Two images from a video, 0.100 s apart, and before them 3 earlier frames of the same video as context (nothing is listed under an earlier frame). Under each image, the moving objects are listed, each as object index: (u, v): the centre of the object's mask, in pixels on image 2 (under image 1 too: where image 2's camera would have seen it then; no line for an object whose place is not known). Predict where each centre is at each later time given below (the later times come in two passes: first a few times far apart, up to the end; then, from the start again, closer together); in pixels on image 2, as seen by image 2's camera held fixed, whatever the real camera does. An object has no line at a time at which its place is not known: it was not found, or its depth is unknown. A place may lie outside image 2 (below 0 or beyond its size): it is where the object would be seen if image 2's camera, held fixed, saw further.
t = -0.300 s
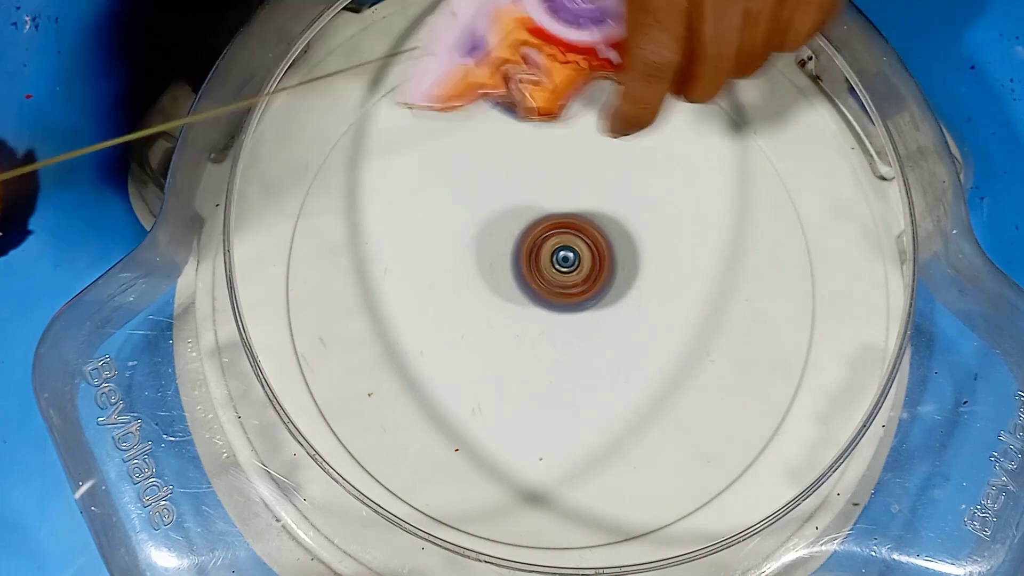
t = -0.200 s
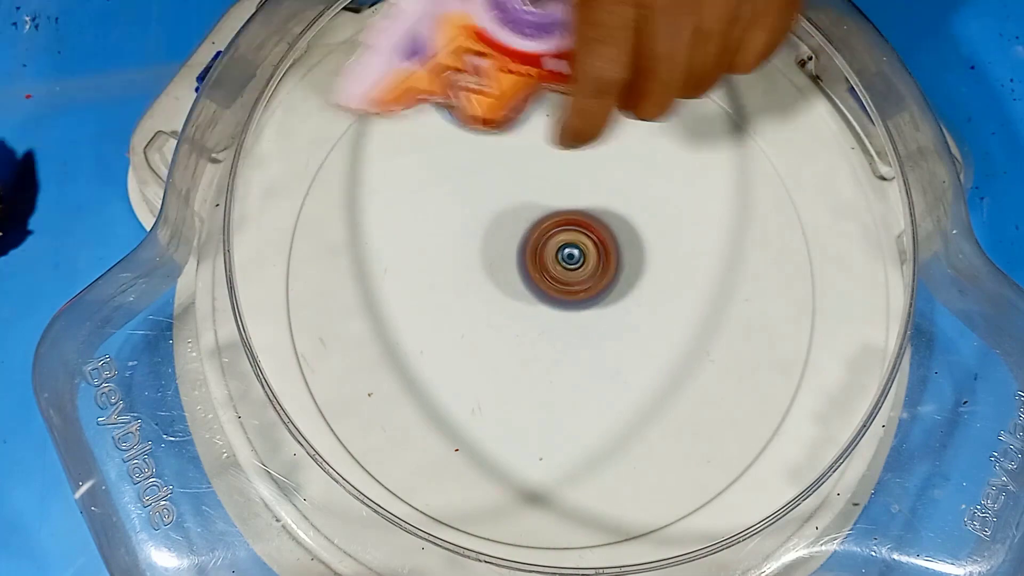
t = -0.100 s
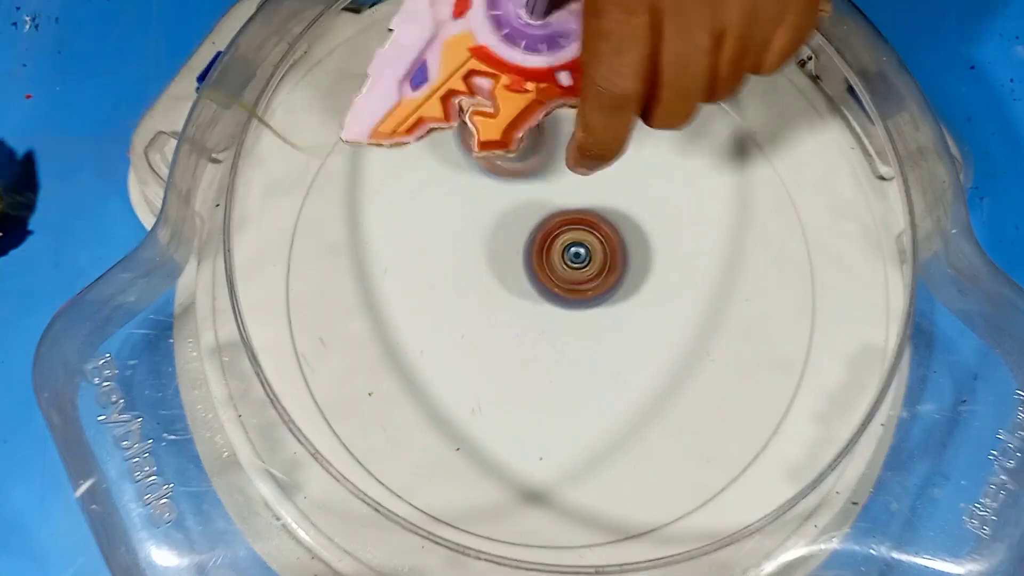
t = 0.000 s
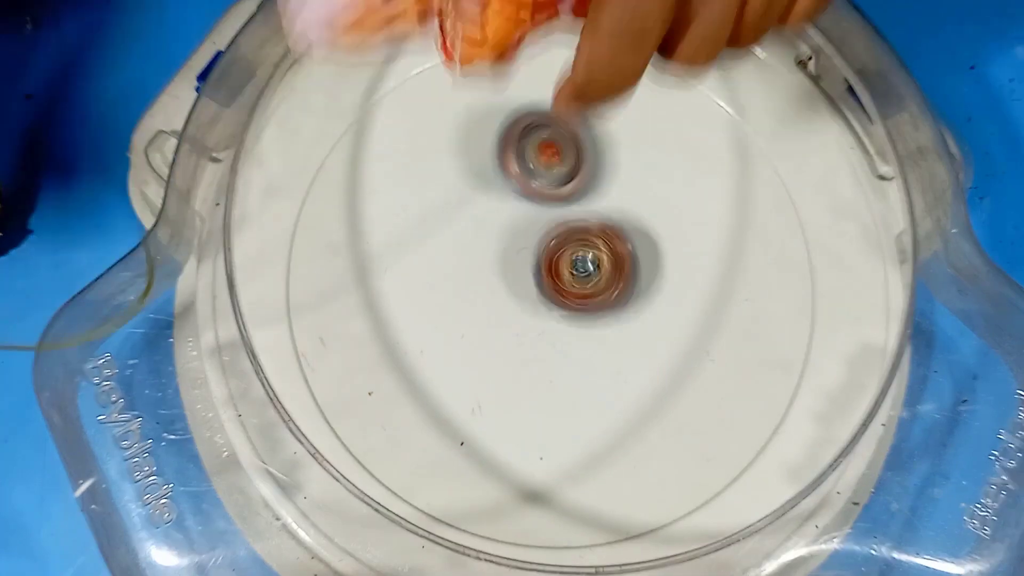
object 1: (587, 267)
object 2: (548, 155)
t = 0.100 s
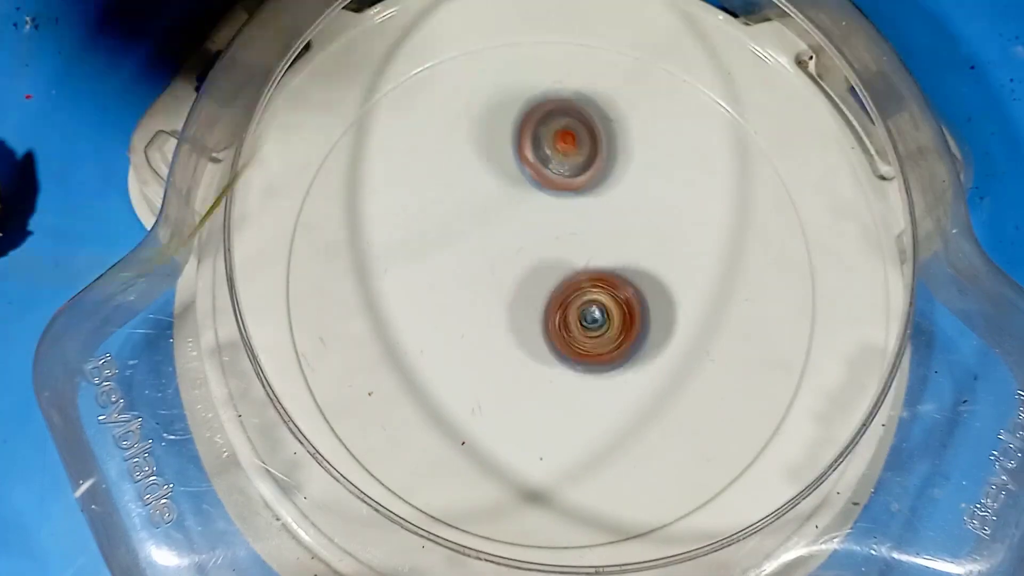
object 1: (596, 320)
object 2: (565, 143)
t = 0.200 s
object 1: (603, 341)
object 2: (574, 149)
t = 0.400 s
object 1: (597, 361)
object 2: (586, 213)
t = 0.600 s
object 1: (546, 526)
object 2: (614, 143)
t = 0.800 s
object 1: (533, 482)
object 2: (630, 53)
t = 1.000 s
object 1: (550, 361)
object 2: (578, 114)
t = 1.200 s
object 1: (568, 307)
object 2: (655, 198)
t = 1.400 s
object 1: (574, 307)
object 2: (731, 200)
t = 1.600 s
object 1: (586, 304)
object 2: (734, 192)
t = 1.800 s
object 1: (584, 298)
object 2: (720, 236)
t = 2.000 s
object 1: (561, 278)
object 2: (692, 303)
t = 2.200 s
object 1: (583, 257)
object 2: (725, 359)
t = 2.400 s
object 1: (609, 274)
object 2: (730, 353)
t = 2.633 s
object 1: (599, 310)
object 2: (701, 372)
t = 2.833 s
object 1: (568, 295)
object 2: (644, 412)
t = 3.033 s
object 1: (567, 269)
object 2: (614, 415)
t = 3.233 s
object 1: (590, 264)
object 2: (534, 383)
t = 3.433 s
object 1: (599, 286)
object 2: (474, 428)
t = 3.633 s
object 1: (598, 283)
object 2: (515, 376)
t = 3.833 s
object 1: (619, 134)
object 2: (445, 297)
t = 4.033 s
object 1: (599, 121)
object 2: (405, 311)
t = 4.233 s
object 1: (569, 141)
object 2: (488, 292)
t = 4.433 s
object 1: (546, 139)
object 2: (530, 254)
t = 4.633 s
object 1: (628, 54)
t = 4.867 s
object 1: (645, 105)
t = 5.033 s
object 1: (687, 162)
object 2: (606, 263)
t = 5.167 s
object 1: (680, 168)
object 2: (576, 257)
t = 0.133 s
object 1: (598, 331)
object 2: (567, 144)
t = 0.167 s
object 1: (600, 337)
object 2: (572, 144)
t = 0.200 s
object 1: (603, 341)
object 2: (574, 149)
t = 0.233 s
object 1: (604, 343)
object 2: (579, 157)
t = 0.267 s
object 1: (605, 347)
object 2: (580, 162)
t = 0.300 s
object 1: (606, 352)
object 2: (581, 172)
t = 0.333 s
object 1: (604, 356)
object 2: (583, 187)
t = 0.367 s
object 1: (601, 358)
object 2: (585, 197)
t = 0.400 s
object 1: (597, 361)
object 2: (586, 213)
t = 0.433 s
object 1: (593, 360)
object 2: (586, 218)
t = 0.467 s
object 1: (588, 359)
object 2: (584, 231)
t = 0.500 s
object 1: (583, 360)
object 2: (581, 246)
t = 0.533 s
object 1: (567, 426)
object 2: (593, 211)
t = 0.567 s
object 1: (558, 486)
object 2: (604, 175)
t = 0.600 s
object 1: (546, 526)
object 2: (614, 143)
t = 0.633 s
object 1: (534, 542)
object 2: (623, 119)
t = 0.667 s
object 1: (537, 545)
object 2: (631, 94)
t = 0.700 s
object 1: (532, 532)
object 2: (638, 73)
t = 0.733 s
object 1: (528, 522)
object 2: (644, 54)
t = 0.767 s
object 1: (530, 506)
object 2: (639, 49)
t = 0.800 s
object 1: (533, 482)
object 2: (630, 53)
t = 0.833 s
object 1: (534, 461)
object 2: (621, 60)
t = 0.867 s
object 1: (537, 440)
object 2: (612, 68)
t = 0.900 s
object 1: (540, 417)
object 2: (601, 79)
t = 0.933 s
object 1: (541, 398)
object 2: (592, 90)
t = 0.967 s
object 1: (544, 380)
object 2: (584, 101)
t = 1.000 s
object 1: (550, 361)
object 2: (578, 114)
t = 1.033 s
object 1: (553, 343)
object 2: (578, 132)
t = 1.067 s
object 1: (557, 327)
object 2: (584, 150)
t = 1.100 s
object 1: (566, 308)
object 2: (596, 170)
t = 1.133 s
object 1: (572, 298)
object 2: (613, 192)
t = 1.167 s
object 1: (571, 302)
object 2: (635, 196)
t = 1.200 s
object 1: (568, 307)
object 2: (655, 198)
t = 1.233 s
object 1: (567, 307)
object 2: (672, 201)
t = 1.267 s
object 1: (569, 305)
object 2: (686, 202)
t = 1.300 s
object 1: (571, 304)
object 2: (699, 202)
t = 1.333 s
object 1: (574, 303)
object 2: (712, 202)
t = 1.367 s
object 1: (572, 305)
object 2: (724, 200)
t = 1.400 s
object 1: (574, 307)
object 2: (731, 200)
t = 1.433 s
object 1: (575, 309)
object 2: (736, 198)
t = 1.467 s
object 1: (577, 309)
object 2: (739, 193)
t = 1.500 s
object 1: (578, 308)
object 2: (740, 191)
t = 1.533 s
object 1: (581, 308)
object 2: (740, 190)
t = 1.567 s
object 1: (583, 305)
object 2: (738, 189)
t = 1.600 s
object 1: (586, 304)
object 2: (734, 192)
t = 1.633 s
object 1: (588, 302)
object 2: (732, 196)
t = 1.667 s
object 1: (589, 301)
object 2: (730, 202)
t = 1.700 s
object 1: (589, 299)
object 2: (727, 209)
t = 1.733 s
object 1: (589, 299)
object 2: (725, 217)
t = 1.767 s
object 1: (588, 298)
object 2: (724, 227)
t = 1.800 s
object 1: (584, 298)
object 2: (720, 236)
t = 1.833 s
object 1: (583, 298)
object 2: (715, 245)
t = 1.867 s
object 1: (578, 296)
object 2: (709, 253)
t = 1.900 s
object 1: (574, 294)
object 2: (703, 264)
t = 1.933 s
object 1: (576, 287)
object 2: (696, 276)
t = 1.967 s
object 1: (568, 285)
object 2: (691, 288)
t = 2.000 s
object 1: (561, 278)
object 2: (692, 303)
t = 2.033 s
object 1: (562, 272)
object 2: (698, 318)
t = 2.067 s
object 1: (562, 264)
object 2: (705, 334)
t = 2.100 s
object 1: (566, 261)
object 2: (713, 348)
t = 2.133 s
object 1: (571, 257)
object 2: (719, 355)
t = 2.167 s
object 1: (578, 258)
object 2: (721, 360)
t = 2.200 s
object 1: (583, 257)
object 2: (725, 359)
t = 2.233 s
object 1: (590, 260)
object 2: (727, 358)
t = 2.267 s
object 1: (595, 262)
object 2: (728, 356)
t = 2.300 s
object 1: (599, 266)
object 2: (731, 354)
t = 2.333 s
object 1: (602, 267)
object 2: (731, 353)
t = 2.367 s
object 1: (607, 272)
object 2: (729, 353)
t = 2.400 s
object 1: (609, 274)
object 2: (730, 353)
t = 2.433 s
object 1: (613, 282)
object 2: (729, 356)
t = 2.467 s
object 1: (612, 286)
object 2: (726, 357)
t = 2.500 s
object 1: (612, 293)
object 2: (723, 359)
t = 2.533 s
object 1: (608, 297)
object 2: (721, 362)
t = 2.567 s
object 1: (606, 303)
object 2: (716, 364)
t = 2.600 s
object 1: (601, 306)
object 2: (710, 368)
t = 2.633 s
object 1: (599, 310)
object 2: (701, 372)
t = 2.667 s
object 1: (591, 309)
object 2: (690, 380)
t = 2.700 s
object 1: (585, 307)
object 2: (681, 387)
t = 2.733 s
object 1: (578, 304)
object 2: (670, 394)
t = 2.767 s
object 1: (575, 302)
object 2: (662, 399)
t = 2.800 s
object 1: (569, 298)
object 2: (653, 406)
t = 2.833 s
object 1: (568, 295)
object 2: (644, 412)
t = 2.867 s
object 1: (564, 291)
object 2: (636, 419)
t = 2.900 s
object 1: (564, 287)
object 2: (630, 425)
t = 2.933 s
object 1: (562, 283)
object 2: (628, 428)
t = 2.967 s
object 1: (564, 278)
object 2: (624, 426)
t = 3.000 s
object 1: (564, 275)
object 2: (618, 421)
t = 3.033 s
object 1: (567, 269)
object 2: (614, 415)
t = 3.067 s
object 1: (570, 268)
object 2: (608, 409)
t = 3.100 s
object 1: (574, 264)
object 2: (605, 402)
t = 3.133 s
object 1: (578, 264)
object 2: (595, 397)
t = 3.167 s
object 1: (582, 262)
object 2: (578, 391)
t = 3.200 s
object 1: (588, 264)
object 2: (557, 385)
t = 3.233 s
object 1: (590, 264)
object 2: (534, 383)
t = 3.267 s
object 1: (595, 266)
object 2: (511, 387)
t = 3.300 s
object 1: (596, 269)
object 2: (490, 393)
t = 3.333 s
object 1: (601, 272)
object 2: (474, 403)
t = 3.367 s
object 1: (600, 277)
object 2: (466, 410)
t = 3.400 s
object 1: (602, 280)
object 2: (466, 419)
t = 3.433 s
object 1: (599, 286)
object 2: (474, 428)
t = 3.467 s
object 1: (599, 288)
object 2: (486, 430)
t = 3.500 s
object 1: (595, 293)
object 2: (498, 426)
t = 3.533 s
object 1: (592, 293)
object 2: (509, 420)
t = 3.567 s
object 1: (588, 296)
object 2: (521, 408)
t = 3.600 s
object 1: (583, 295)
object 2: (525, 392)
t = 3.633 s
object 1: (598, 283)
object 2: (515, 376)
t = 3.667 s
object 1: (614, 260)
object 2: (503, 359)
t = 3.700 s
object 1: (624, 230)
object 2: (489, 342)
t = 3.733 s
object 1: (627, 210)
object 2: (480, 327)
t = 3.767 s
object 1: (627, 178)
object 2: (471, 316)
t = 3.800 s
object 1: (623, 154)
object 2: (459, 306)
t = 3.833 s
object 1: (619, 134)
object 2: (445, 297)
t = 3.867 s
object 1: (614, 120)
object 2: (432, 291)
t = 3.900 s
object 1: (612, 111)
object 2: (418, 291)
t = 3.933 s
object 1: (615, 111)
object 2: (405, 294)
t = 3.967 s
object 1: (611, 117)
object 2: (398, 301)
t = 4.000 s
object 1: (605, 119)
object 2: (398, 307)
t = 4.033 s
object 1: (599, 121)
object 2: (405, 311)
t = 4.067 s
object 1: (592, 120)
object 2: (415, 313)
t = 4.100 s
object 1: (591, 121)
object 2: (428, 313)
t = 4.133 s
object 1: (586, 126)
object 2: (443, 309)
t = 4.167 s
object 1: (582, 128)
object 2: (458, 305)
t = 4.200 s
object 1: (577, 135)
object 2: (474, 300)
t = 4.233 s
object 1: (569, 141)
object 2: (488, 292)
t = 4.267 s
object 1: (563, 146)
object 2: (500, 281)
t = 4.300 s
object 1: (555, 157)
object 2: (516, 266)
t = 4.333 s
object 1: (549, 157)
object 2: (525, 255)
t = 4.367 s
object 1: (549, 148)
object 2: (527, 258)
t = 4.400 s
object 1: (546, 141)
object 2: (527, 258)
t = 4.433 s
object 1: (546, 139)
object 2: (530, 254)
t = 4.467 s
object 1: (546, 143)
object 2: (536, 249)
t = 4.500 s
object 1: (565, 127)
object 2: (531, 267)
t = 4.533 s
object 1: (585, 108)
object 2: (523, 295)
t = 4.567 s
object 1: (603, 83)
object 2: (524, 320)
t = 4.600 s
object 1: (618, 65)
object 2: (533, 345)
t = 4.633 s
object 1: (628, 54)
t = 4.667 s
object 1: (632, 52)
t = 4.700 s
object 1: (632, 56)
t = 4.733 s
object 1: (631, 67)
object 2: (618, 373)
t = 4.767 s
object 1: (632, 75)
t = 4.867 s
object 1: (645, 105)
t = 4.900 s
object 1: (653, 120)
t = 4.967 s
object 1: (671, 145)
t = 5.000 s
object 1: (680, 155)
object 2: (616, 270)
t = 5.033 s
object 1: (687, 162)
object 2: (606, 263)
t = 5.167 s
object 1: (680, 168)
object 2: (576, 257)
